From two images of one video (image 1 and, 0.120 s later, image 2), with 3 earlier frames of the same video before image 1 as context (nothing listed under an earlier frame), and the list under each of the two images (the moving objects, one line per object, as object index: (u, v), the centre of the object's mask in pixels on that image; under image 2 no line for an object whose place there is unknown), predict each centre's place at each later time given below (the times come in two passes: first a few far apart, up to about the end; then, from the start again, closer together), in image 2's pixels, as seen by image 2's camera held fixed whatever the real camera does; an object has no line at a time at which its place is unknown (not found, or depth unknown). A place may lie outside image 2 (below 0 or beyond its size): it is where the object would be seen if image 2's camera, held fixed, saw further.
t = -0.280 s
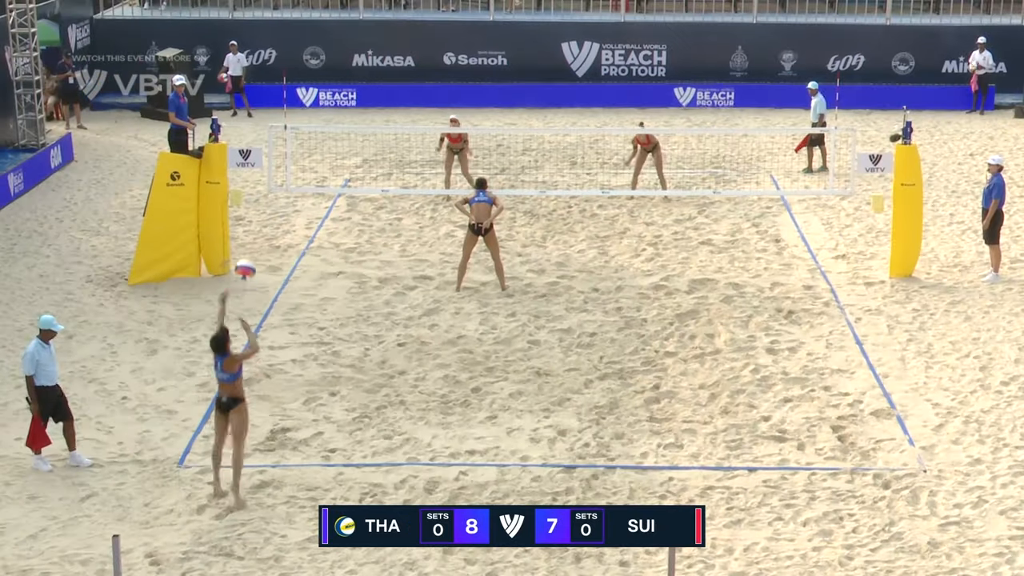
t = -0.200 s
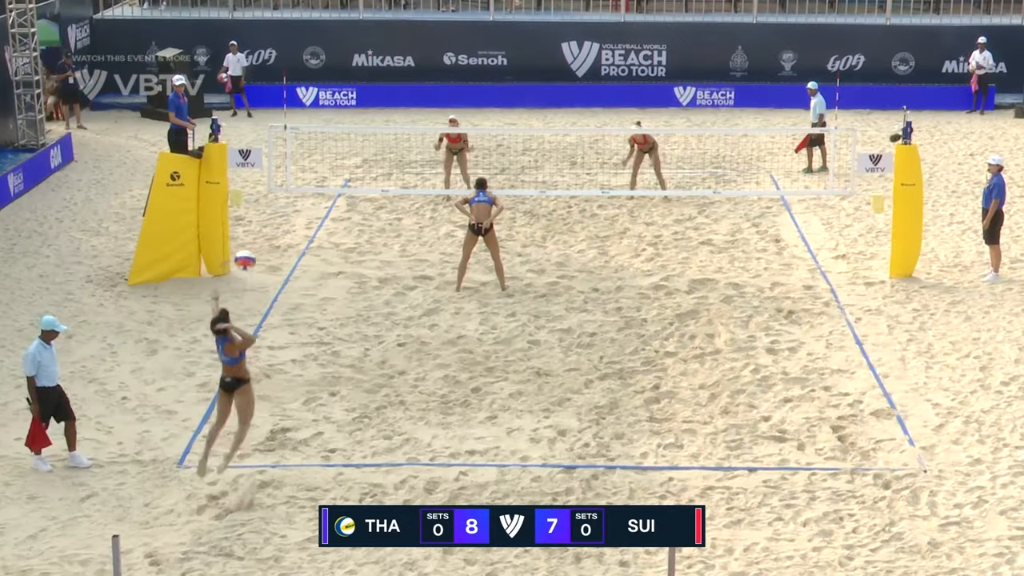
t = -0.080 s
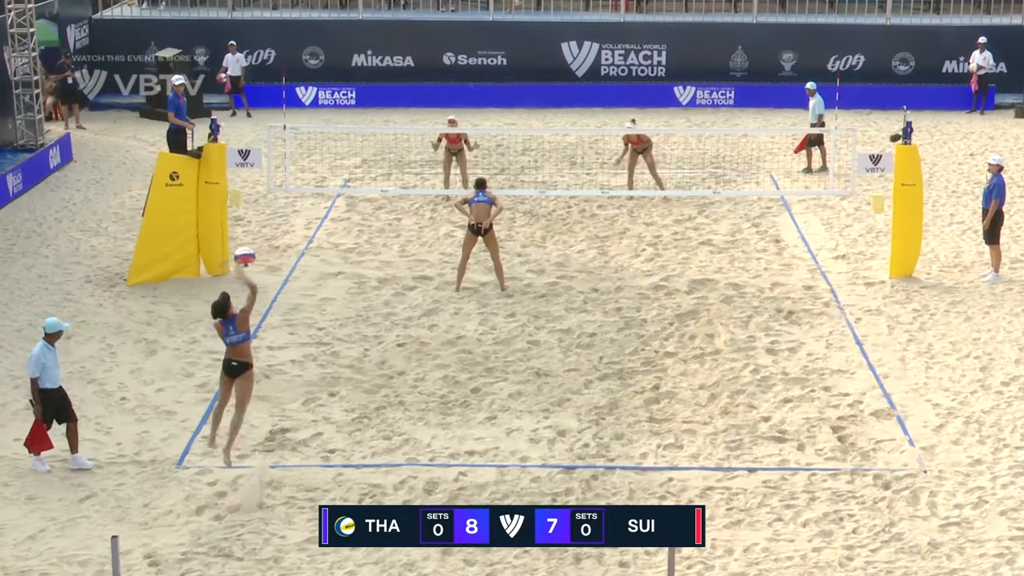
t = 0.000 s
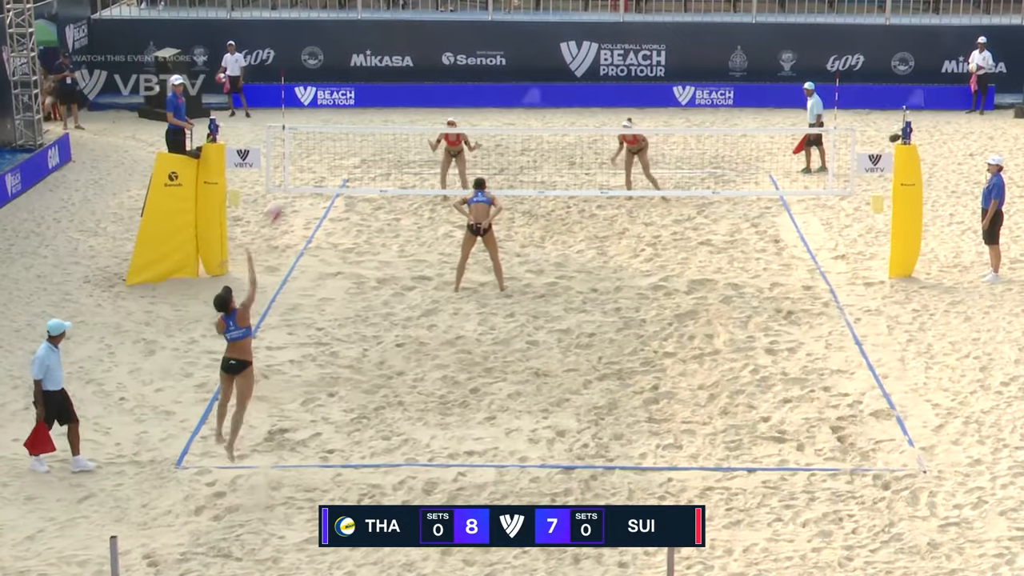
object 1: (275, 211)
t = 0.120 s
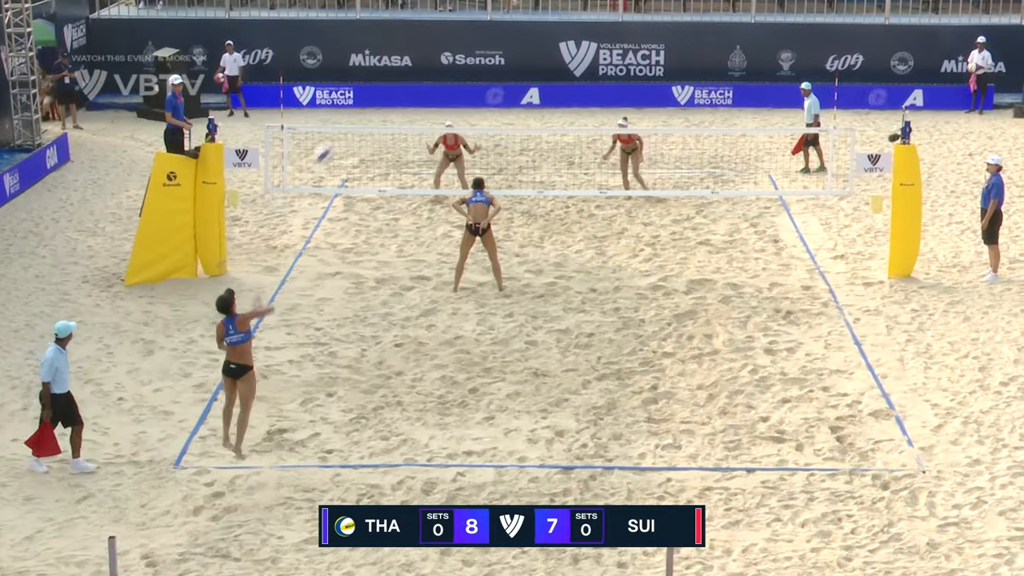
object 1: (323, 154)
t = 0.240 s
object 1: (368, 115)
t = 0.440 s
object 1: (427, 85)
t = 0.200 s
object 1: (353, 126)
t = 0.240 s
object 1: (368, 115)
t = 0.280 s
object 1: (382, 105)
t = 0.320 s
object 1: (394, 99)
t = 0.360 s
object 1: (405, 93)
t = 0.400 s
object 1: (416, 89)
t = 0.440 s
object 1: (427, 85)
